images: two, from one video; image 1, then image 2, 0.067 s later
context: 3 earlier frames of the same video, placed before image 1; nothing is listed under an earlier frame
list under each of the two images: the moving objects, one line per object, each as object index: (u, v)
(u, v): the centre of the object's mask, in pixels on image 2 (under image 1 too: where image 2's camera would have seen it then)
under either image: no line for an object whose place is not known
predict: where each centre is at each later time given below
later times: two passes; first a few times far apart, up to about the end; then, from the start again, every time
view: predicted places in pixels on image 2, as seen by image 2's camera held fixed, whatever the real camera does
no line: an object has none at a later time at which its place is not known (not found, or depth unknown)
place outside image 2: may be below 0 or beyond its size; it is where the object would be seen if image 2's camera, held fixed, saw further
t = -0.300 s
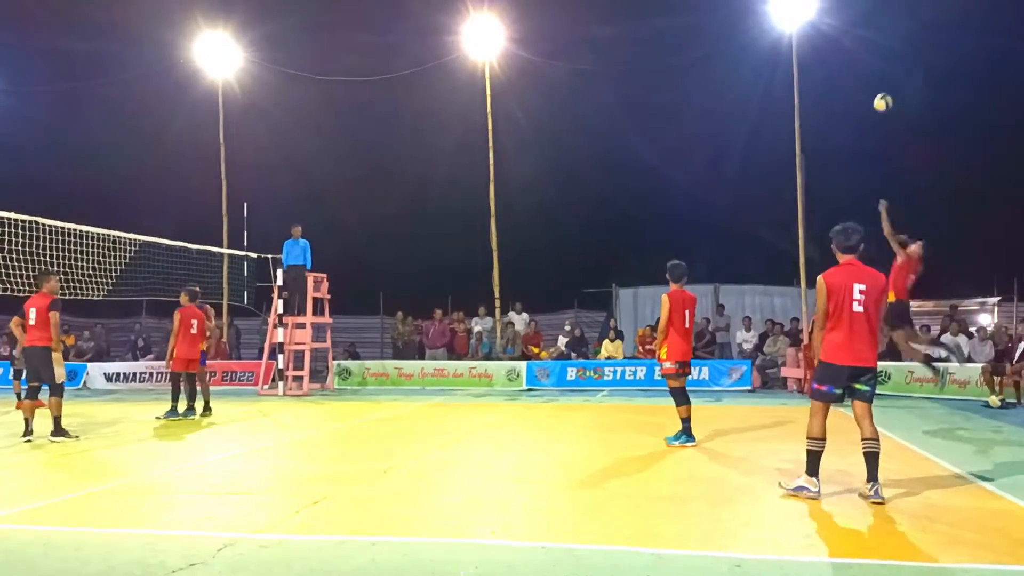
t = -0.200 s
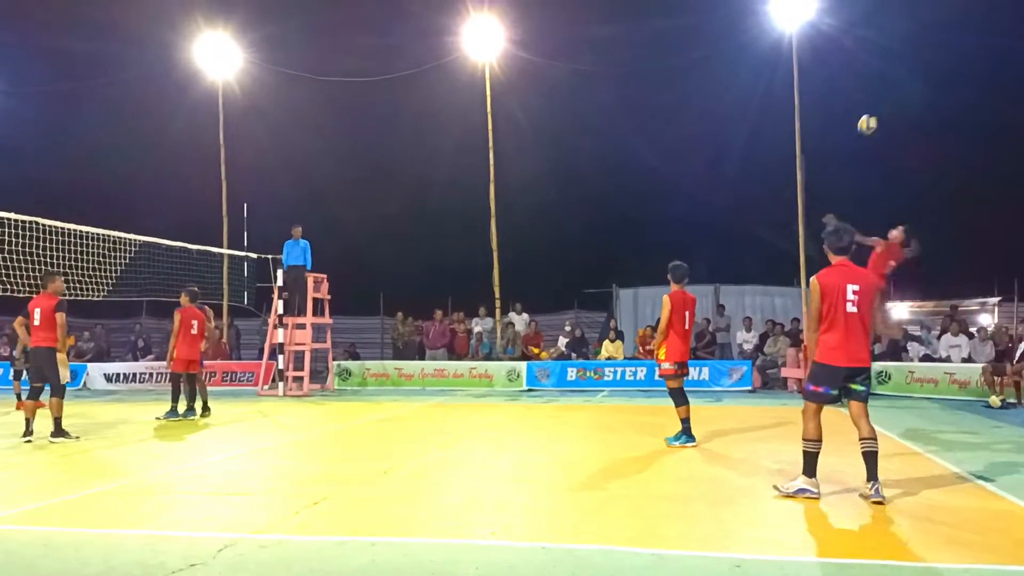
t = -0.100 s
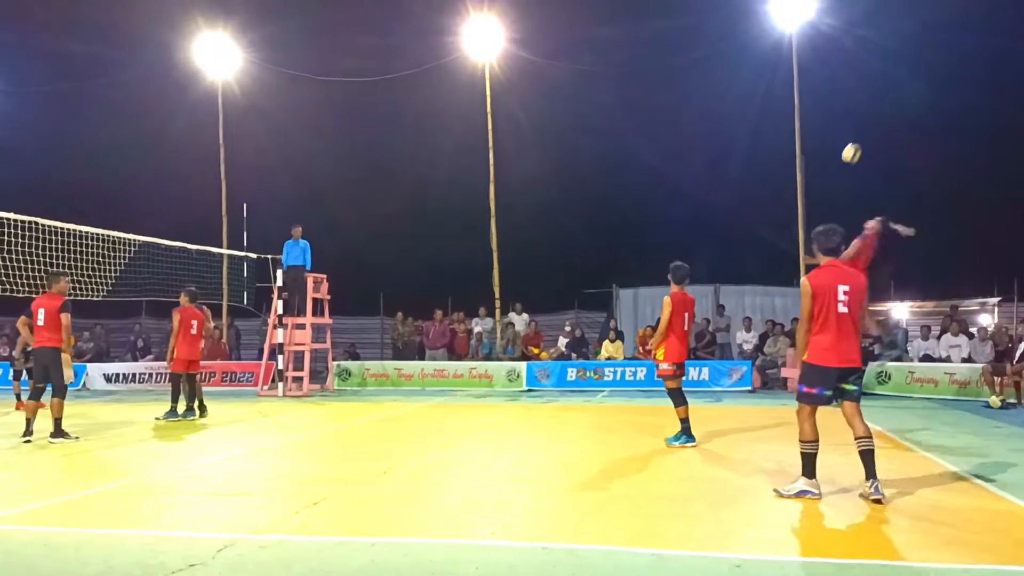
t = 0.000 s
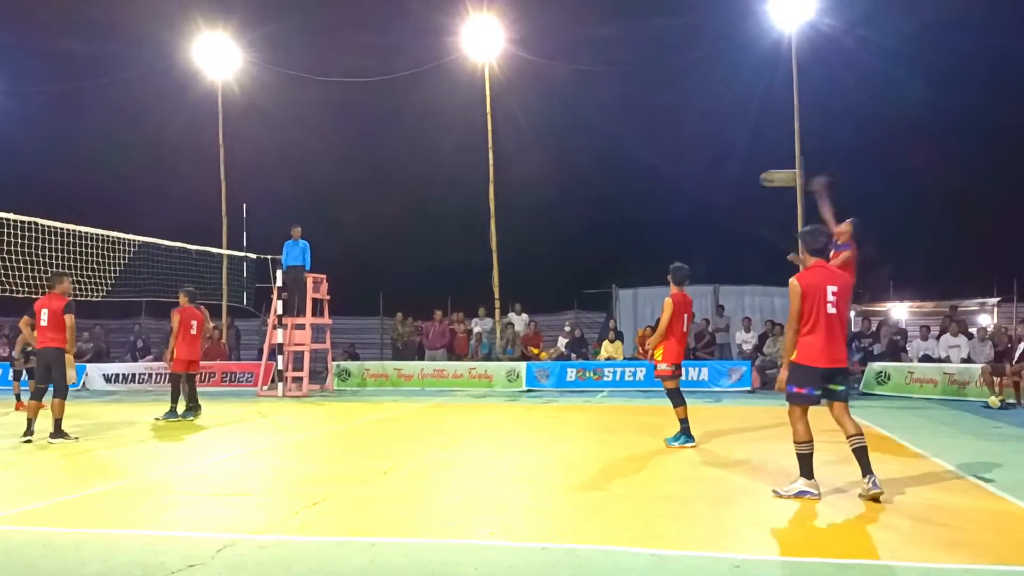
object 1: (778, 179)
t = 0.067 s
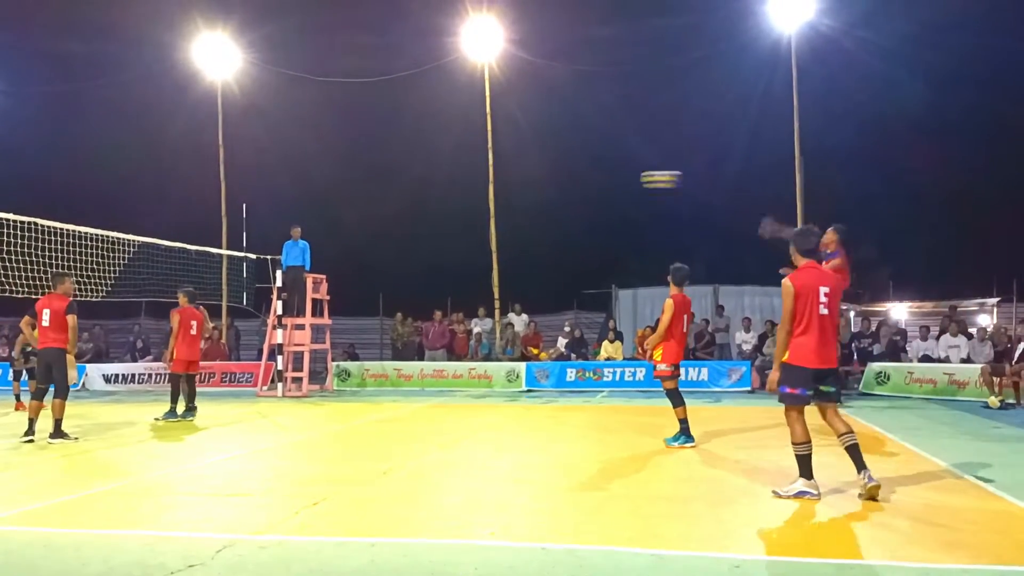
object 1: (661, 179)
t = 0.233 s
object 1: (387, 199)
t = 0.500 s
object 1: (93, 270)
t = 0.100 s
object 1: (603, 181)
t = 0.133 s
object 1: (547, 184)
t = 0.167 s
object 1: (492, 188)
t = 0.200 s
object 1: (439, 193)
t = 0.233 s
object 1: (387, 199)
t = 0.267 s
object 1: (336, 206)
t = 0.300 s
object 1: (285, 214)
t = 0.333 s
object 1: (235, 222)
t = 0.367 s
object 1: (185, 233)
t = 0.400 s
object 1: (136, 244)
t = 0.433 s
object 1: (105, 252)
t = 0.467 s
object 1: (95, 261)
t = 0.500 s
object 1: (93, 270)
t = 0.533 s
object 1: (95, 275)
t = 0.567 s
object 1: (98, 281)
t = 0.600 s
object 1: (102, 286)
